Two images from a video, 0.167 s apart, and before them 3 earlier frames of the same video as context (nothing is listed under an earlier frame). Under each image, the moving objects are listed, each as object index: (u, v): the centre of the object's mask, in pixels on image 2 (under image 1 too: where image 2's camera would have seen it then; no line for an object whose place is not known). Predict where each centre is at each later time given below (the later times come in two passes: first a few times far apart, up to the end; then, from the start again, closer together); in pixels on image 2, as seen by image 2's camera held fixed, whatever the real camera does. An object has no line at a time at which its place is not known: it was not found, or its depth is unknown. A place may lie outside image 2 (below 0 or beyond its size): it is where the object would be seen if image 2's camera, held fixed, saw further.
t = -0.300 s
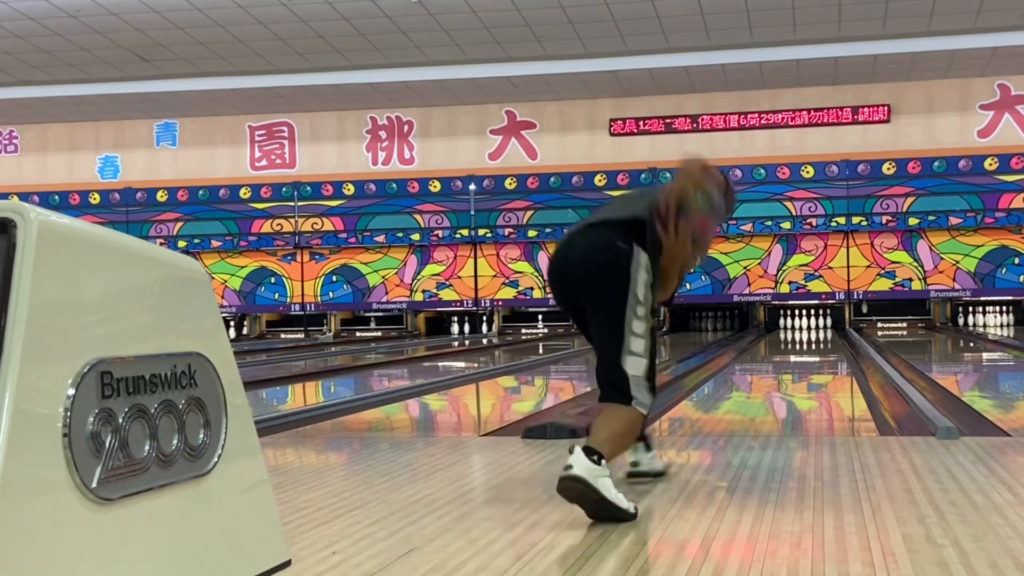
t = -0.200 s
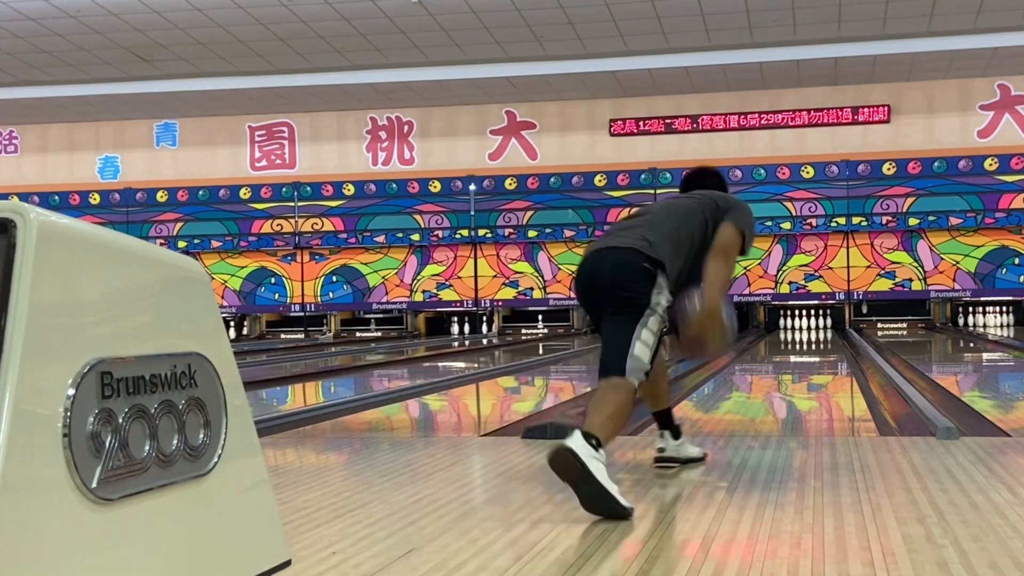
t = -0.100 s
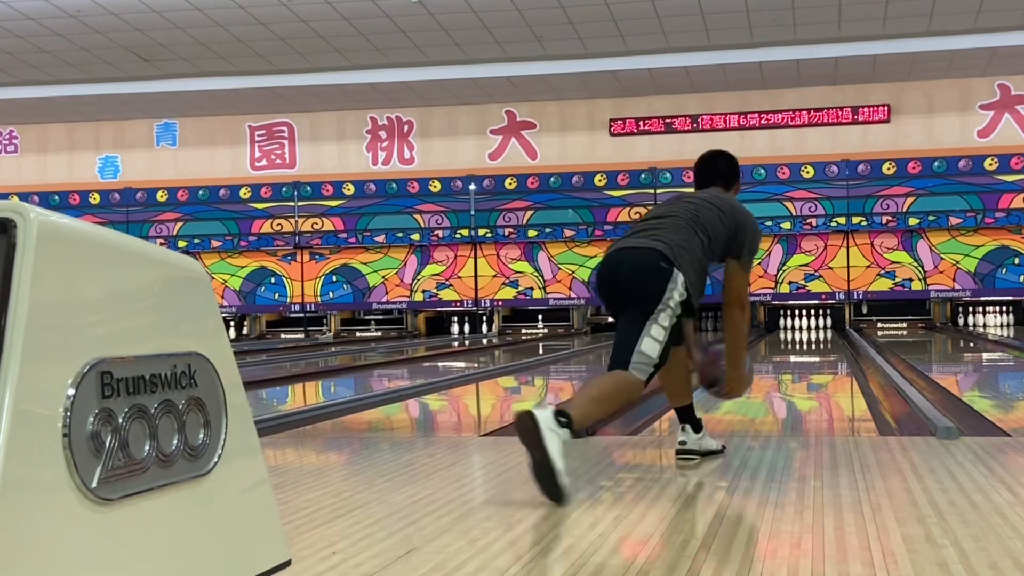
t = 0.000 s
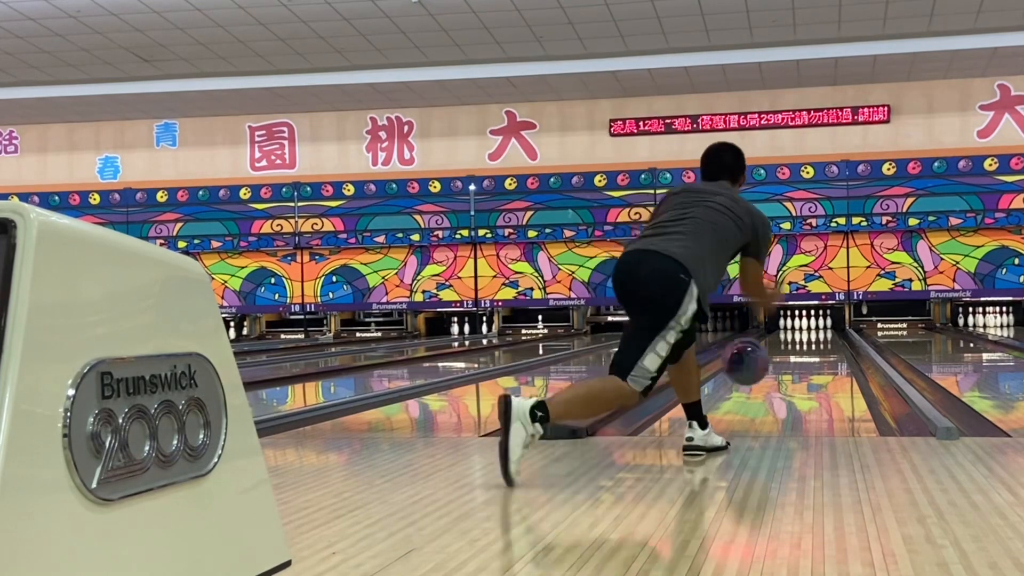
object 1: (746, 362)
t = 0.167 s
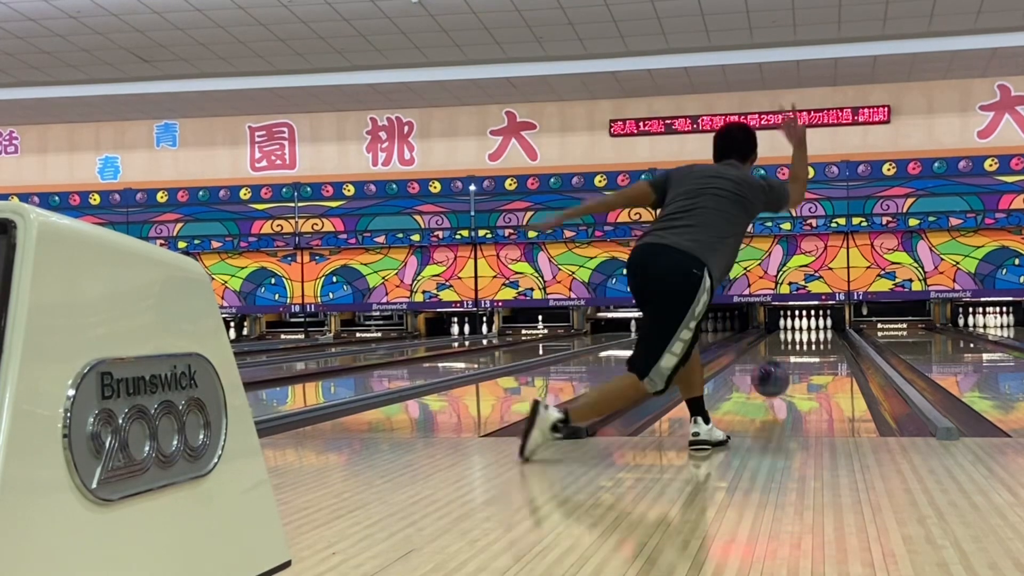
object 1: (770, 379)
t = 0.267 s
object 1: (780, 378)
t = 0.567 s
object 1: (801, 361)
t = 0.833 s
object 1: (812, 349)
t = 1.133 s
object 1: (820, 341)
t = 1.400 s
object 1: (825, 336)
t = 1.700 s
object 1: (827, 332)
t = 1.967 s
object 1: (824, 328)
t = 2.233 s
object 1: (817, 326)
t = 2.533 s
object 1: (814, 324)
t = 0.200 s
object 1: (774, 385)
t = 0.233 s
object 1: (778, 379)
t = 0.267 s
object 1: (780, 378)
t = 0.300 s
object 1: (783, 377)
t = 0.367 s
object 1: (788, 371)
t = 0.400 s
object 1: (791, 369)
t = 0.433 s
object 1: (794, 367)
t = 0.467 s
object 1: (796, 365)
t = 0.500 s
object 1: (798, 364)
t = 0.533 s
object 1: (800, 363)
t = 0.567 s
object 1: (801, 361)
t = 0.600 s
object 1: (803, 359)
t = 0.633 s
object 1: (805, 357)
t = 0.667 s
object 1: (806, 356)
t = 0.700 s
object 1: (808, 354)
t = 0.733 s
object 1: (809, 353)
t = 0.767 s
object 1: (810, 352)
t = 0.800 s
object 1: (811, 351)
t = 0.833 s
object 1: (812, 349)
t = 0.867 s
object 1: (813, 348)
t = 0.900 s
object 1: (815, 347)
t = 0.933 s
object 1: (816, 346)
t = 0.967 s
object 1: (817, 346)
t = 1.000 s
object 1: (818, 345)
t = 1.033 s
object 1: (819, 344)
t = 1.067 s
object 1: (818, 343)
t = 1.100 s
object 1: (819, 342)
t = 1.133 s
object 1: (820, 341)
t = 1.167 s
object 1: (821, 341)
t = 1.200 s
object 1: (822, 340)
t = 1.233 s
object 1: (823, 339)
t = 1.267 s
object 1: (823, 338)
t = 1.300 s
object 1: (824, 338)
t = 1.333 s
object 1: (824, 337)
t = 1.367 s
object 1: (824, 336)
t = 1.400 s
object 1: (825, 336)
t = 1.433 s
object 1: (825, 336)
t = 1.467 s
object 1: (825, 335)
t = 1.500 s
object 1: (826, 334)
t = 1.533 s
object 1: (826, 334)
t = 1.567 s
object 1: (826, 333)
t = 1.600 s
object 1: (826, 333)
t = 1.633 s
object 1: (827, 332)
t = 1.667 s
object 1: (827, 332)
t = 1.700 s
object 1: (827, 332)
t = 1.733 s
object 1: (827, 331)
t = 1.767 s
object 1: (827, 331)
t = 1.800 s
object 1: (826, 330)
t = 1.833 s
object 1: (826, 330)
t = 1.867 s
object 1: (826, 330)
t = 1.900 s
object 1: (825, 329)
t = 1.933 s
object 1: (825, 329)
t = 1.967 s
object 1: (824, 328)
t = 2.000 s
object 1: (824, 328)
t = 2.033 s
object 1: (823, 327)
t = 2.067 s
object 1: (822, 327)
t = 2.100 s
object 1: (821, 327)
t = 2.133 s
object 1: (820, 327)
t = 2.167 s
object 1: (819, 327)
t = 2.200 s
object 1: (818, 326)
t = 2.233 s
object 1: (817, 326)
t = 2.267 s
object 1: (816, 326)
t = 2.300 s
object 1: (815, 326)
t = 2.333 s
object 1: (814, 325)
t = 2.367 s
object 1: (814, 325)
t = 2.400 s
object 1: (813, 325)
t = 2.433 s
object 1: (813, 325)
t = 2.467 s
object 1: (813, 324)
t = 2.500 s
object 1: (814, 324)
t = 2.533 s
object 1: (814, 324)
